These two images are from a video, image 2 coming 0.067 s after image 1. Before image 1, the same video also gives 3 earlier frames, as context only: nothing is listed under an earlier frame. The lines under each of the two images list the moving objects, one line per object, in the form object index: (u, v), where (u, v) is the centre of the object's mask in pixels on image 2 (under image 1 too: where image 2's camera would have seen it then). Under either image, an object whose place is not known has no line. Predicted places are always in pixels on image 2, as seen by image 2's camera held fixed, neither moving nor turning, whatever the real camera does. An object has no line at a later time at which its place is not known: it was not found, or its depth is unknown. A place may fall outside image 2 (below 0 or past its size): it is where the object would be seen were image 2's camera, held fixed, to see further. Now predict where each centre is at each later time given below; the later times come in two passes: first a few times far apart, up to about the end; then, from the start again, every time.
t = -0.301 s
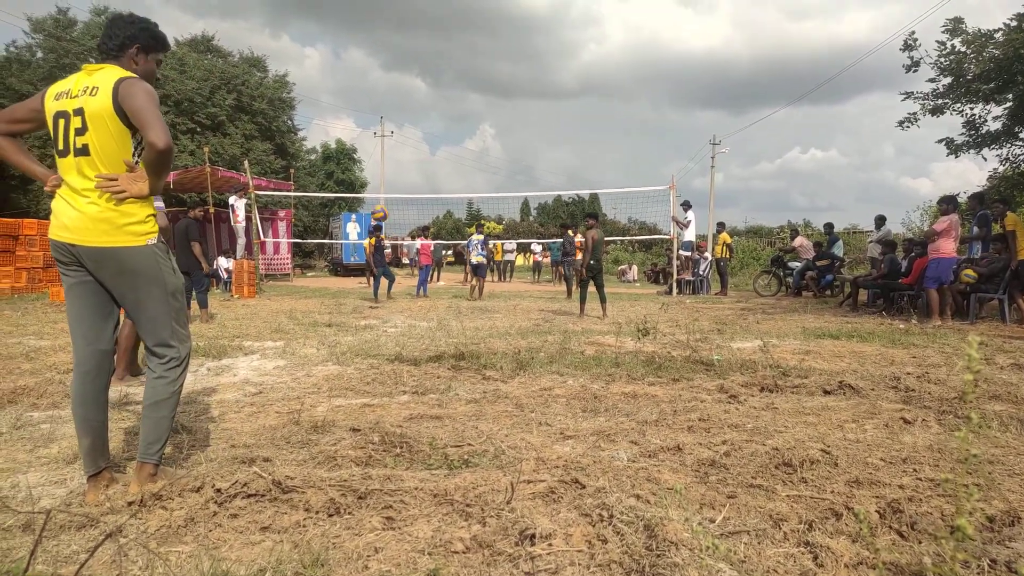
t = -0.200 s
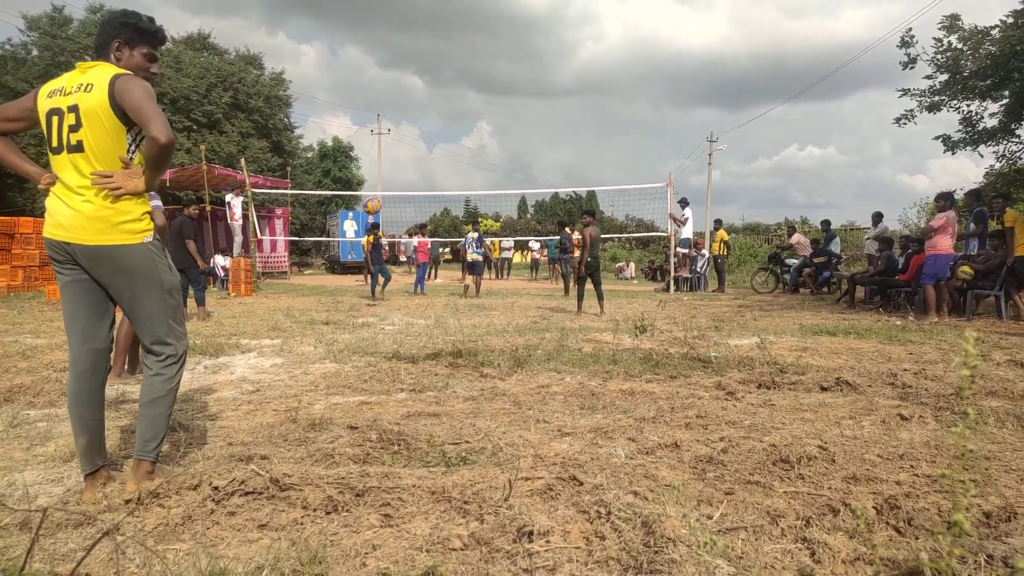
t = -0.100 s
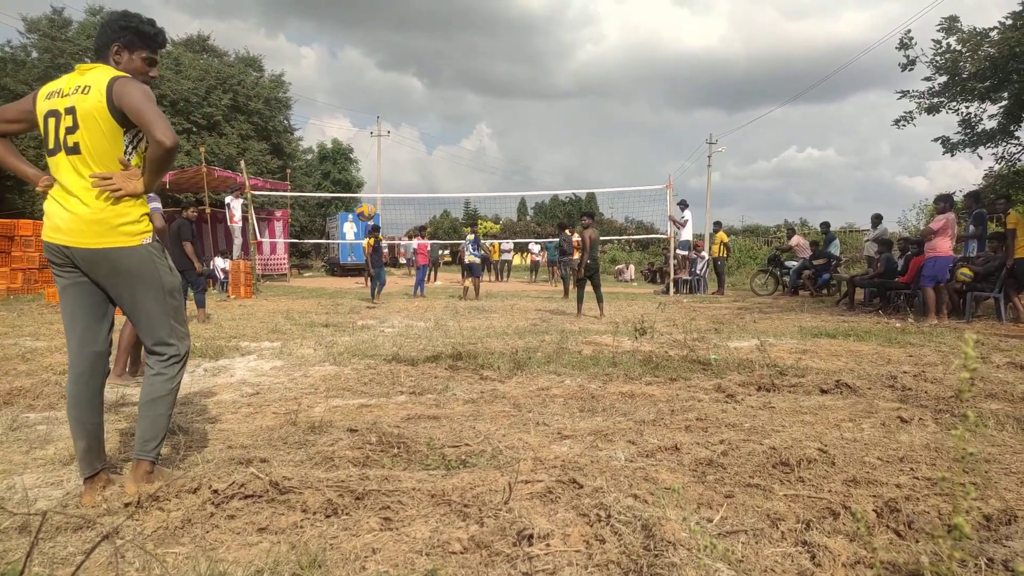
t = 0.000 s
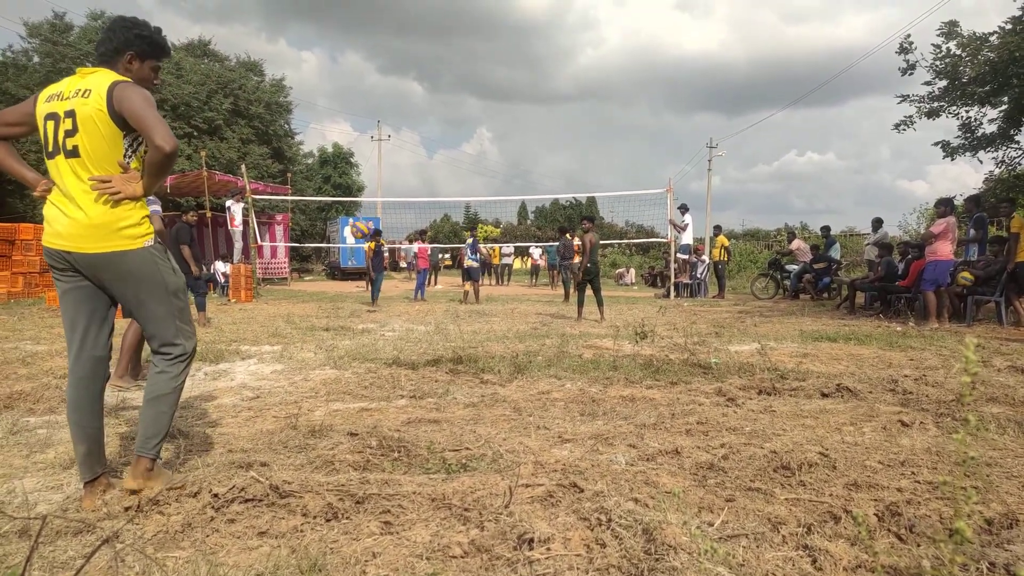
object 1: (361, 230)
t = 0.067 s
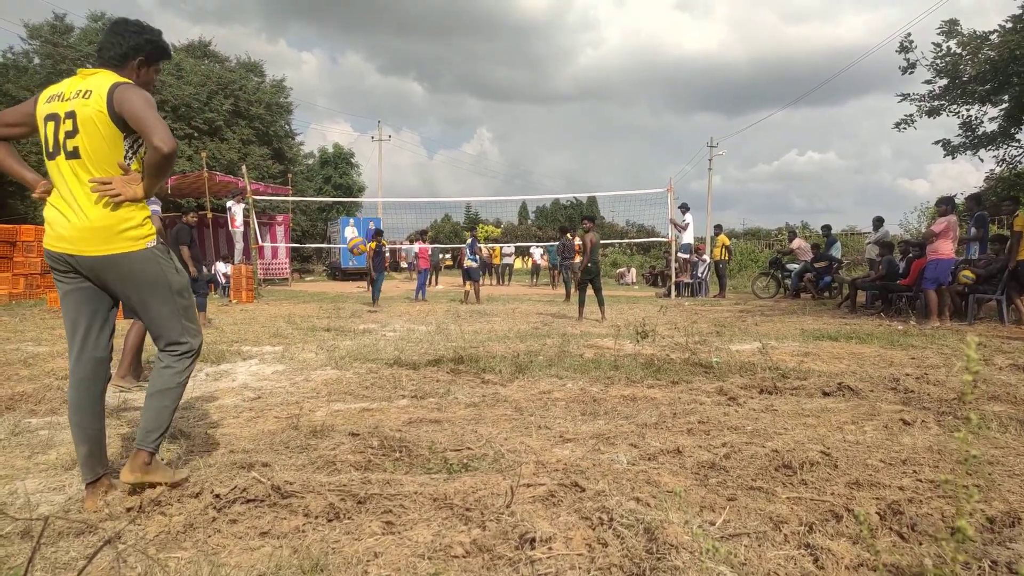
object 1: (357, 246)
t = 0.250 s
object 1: (347, 314)
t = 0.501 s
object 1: (352, 331)
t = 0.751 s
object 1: (368, 352)
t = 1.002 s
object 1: (395, 372)
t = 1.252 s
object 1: (422, 394)
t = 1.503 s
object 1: (462, 405)
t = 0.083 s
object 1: (356, 250)
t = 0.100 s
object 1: (357, 255)
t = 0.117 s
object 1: (355, 259)
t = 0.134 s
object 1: (354, 265)
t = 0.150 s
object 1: (353, 271)
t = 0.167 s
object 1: (351, 277)
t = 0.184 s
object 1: (350, 284)
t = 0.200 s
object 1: (349, 291)
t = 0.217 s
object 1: (348, 299)
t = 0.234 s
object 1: (348, 306)
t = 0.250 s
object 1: (347, 314)
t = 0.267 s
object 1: (345, 322)
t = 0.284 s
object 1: (344, 331)
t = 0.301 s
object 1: (344, 338)
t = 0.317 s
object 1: (344, 338)
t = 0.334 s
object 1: (345, 337)
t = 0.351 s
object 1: (345, 335)
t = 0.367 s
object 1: (345, 334)
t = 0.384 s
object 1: (346, 332)
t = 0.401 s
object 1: (347, 332)
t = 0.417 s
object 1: (348, 331)
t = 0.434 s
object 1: (349, 329)
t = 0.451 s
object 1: (350, 329)
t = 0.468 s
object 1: (350, 329)
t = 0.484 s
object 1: (351, 330)
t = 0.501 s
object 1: (352, 331)
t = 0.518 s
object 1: (353, 332)
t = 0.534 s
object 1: (354, 333)
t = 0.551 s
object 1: (354, 334)
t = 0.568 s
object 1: (355, 337)
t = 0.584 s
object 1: (357, 339)
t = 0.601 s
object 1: (357, 342)
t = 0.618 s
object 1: (358, 344)
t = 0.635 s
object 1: (360, 349)
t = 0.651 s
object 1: (361, 352)
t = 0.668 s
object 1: (361, 356)
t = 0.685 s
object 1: (362, 356)
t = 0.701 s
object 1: (364, 355)
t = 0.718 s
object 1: (365, 354)
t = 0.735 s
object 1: (366, 352)
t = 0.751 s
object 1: (368, 352)
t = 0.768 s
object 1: (369, 351)
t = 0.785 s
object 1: (371, 351)
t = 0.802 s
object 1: (373, 351)
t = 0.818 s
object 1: (375, 351)
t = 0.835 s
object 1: (377, 352)
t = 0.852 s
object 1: (378, 354)
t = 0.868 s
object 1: (380, 355)
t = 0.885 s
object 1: (382, 358)
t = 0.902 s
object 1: (384, 361)
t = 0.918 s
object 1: (385, 364)
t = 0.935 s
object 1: (387, 368)
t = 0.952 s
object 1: (389, 371)
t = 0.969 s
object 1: (392, 374)
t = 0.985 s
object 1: (393, 375)
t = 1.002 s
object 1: (395, 372)
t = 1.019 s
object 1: (397, 372)
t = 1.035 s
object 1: (398, 371)
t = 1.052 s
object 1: (400, 371)
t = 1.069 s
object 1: (402, 371)
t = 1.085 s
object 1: (403, 372)
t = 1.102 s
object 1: (405, 372)
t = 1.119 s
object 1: (406, 373)
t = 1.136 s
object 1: (408, 375)
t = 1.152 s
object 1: (410, 377)
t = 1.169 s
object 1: (412, 379)
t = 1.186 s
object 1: (414, 383)
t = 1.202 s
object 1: (416, 386)
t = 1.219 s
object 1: (418, 391)
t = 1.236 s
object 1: (420, 395)
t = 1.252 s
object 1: (422, 394)
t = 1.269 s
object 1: (424, 393)
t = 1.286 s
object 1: (426, 392)
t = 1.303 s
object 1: (429, 391)
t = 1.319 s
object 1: (431, 390)
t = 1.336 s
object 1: (433, 390)
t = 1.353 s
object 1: (436, 390)
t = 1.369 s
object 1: (438, 391)
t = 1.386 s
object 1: (441, 392)
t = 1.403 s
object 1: (444, 395)
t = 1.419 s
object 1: (446, 397)
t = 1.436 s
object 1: (449, 401)
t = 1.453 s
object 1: (452, 405)
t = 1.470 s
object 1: (455, 407)
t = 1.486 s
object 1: (459, 406)
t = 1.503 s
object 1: (462, 405)
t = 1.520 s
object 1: (464, 403)
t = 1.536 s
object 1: (467, 402)
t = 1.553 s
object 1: (470, 402)
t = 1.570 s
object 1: (473, 402)
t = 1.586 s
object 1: (477, 403)
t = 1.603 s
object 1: (481, 405)
